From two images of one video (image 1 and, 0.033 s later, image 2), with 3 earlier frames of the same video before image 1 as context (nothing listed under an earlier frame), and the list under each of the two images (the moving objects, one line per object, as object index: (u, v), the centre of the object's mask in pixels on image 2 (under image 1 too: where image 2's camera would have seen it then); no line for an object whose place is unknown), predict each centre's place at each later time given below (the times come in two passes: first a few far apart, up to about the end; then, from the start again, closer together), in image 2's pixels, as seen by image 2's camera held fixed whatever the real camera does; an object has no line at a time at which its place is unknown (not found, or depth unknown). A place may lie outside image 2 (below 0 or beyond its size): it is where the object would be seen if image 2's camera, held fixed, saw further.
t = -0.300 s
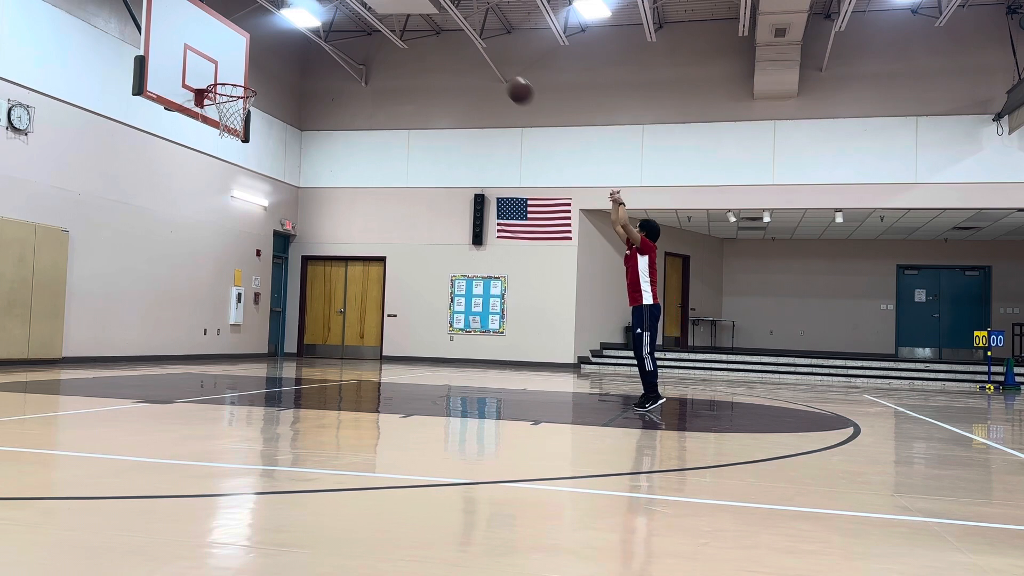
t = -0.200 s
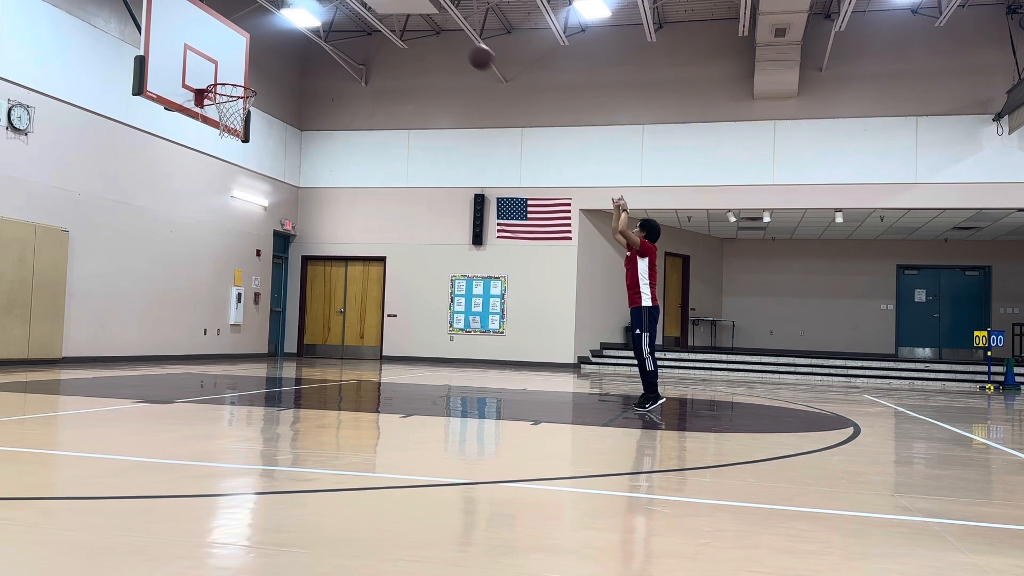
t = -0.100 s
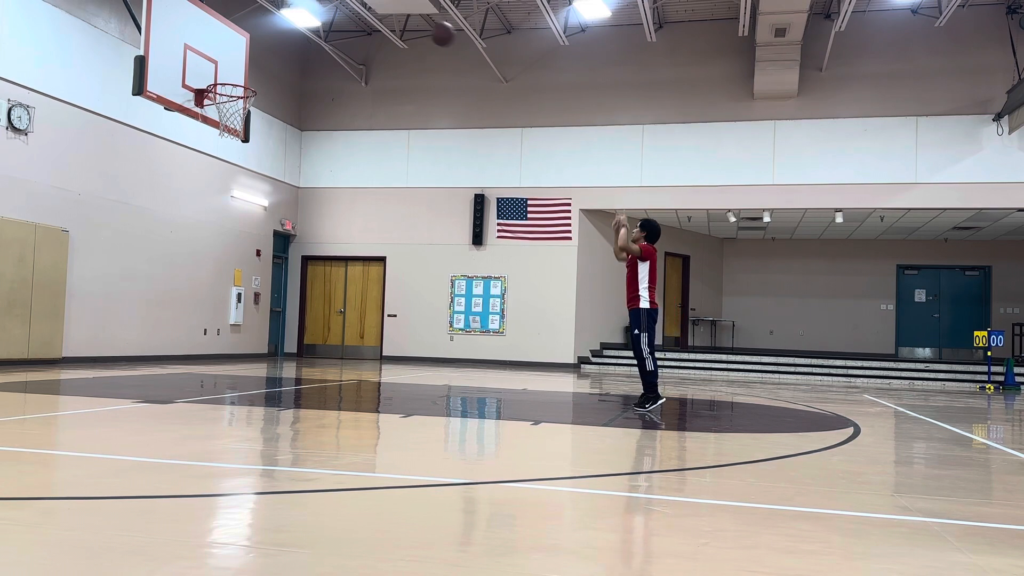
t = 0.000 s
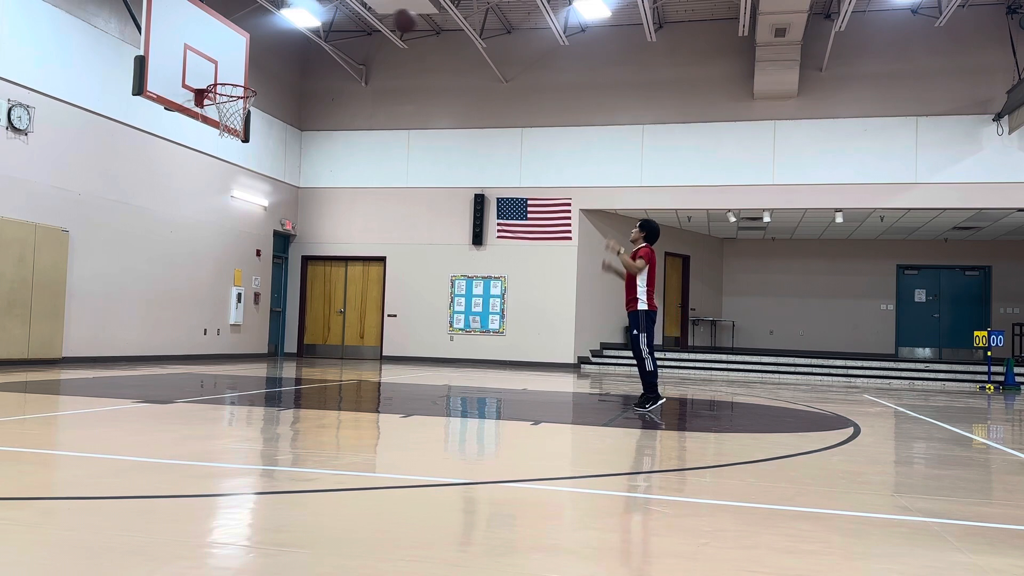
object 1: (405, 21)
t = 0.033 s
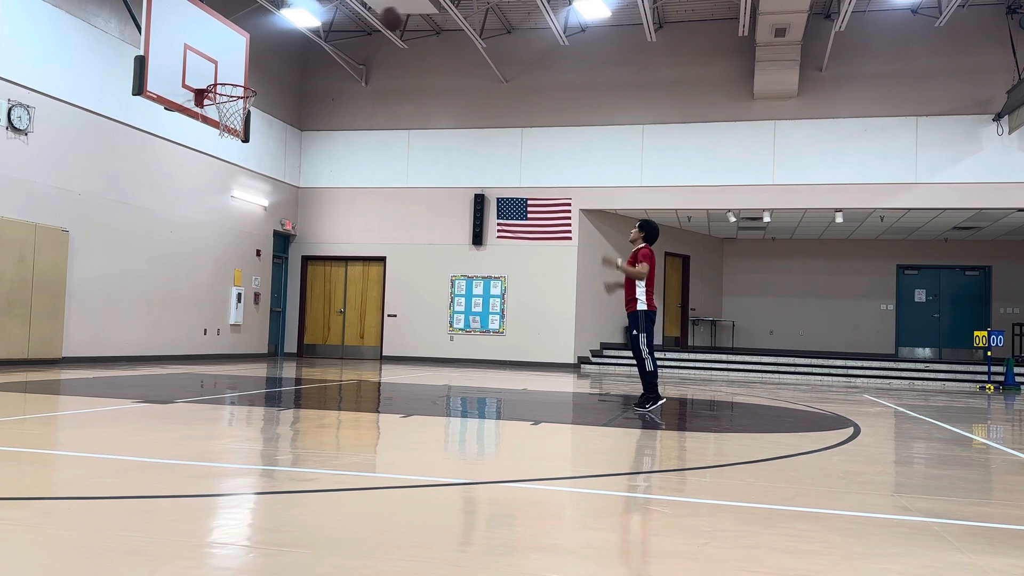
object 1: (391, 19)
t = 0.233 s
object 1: (320, 29)
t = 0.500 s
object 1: (225, 97)
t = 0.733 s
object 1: (199, 164)
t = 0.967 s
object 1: (186, 273)
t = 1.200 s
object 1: (185, 334)
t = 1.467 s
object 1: (211, 233)
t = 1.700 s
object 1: (230, 199)
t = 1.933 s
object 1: (248, 215)
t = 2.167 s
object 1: (261, 279)
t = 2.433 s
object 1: (275, 349)
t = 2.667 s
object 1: (293, 280)
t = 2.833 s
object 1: (303, 261)
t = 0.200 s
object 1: (332, 27)
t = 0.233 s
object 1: (320, 29)
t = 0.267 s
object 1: (307, 36)
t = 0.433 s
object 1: (248, 76)
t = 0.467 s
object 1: (236, 87)
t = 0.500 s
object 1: (225, 97)
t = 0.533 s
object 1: (213, 112)
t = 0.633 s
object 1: (203, 132)
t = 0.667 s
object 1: (202, 142)
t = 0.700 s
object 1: (200, 153)
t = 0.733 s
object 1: (199, 164)
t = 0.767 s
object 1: (197, 176)
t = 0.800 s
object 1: (196, 190)
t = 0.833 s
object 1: (194, 205)
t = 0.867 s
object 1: (192, 221)
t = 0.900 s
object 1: (190, 237)
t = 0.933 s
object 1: (188, 255)
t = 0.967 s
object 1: (186, 273)
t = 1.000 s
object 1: (184, 293)
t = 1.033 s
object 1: (182, 314)
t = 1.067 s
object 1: (180, 335)
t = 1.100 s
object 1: (177, 357)
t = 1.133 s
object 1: (177, 370)
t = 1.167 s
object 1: (181, 352)
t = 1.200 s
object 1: (185, 334)
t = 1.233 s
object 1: (188, 317)
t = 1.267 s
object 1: (192, 302)
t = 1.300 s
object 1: (195, 288)
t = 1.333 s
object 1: (199, 274)
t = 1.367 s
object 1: (202, 262)
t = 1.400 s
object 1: (205, 251)
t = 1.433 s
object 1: (208, 241)
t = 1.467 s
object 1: (211, 233)
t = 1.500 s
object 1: (214, 224)
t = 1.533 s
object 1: (217, 218)
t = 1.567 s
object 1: (220, 212)
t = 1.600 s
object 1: (223, 207)
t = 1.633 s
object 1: (225, 203)
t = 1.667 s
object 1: (228, 201)
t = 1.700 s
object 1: (230, 199)
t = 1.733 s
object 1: (233, 198)
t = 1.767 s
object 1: (236, 198)
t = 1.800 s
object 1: (238, 200)
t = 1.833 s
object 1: (241, 202)
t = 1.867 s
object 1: (243, 205)
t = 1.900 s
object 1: (245, 210)
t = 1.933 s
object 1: (248, 215)
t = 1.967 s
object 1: (250, 221)
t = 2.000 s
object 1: (252, 228)
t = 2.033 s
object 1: (254, 236)
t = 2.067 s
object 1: (256, 245)
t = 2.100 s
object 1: (258, 255)
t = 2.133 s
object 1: (260, 267)
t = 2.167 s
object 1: (261, 279)
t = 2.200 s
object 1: (263, 292)
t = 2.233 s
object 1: (265, 306)
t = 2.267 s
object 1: (266, 321)
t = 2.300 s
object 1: (267, 337)
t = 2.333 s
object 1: (269, 354)
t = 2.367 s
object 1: (270, 372)
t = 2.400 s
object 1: (272, 364)
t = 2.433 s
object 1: (275, 349)
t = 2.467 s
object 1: (278, 337)
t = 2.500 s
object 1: (282, 325)
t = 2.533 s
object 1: (284, 314)
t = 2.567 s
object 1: (286, 304)
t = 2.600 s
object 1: (288, 295)
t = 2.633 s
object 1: (291, 287)
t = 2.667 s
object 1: (293, 280)
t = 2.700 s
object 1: (295, 275)
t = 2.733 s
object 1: (297, 270)
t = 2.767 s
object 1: (299, 266)
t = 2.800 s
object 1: (301, 263)
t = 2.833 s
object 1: (303, 261)
